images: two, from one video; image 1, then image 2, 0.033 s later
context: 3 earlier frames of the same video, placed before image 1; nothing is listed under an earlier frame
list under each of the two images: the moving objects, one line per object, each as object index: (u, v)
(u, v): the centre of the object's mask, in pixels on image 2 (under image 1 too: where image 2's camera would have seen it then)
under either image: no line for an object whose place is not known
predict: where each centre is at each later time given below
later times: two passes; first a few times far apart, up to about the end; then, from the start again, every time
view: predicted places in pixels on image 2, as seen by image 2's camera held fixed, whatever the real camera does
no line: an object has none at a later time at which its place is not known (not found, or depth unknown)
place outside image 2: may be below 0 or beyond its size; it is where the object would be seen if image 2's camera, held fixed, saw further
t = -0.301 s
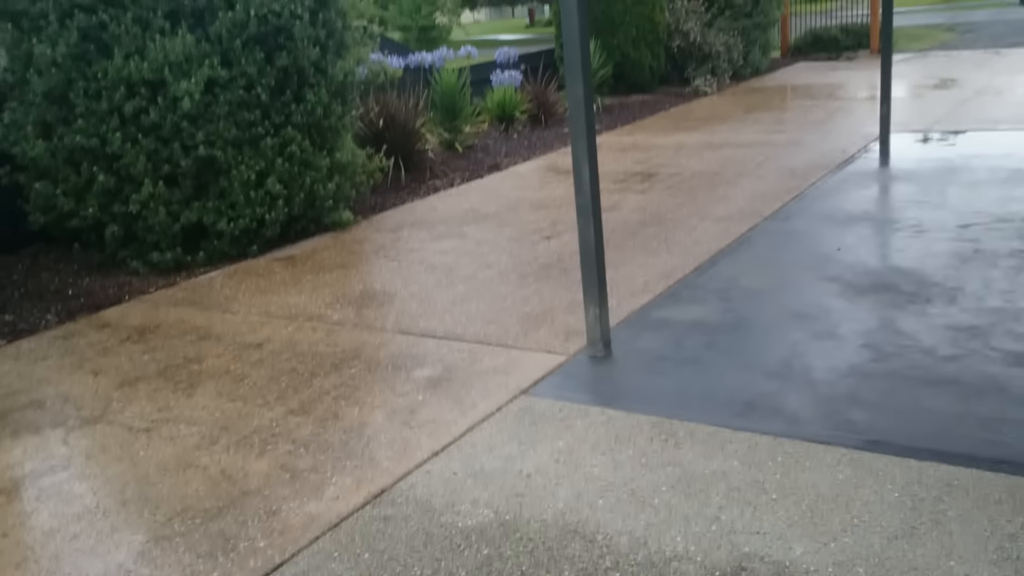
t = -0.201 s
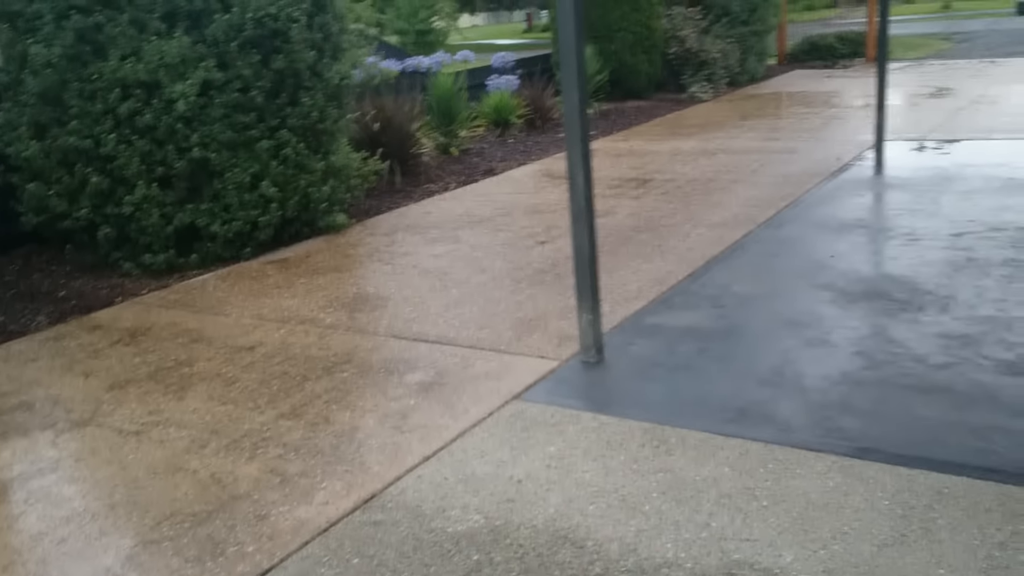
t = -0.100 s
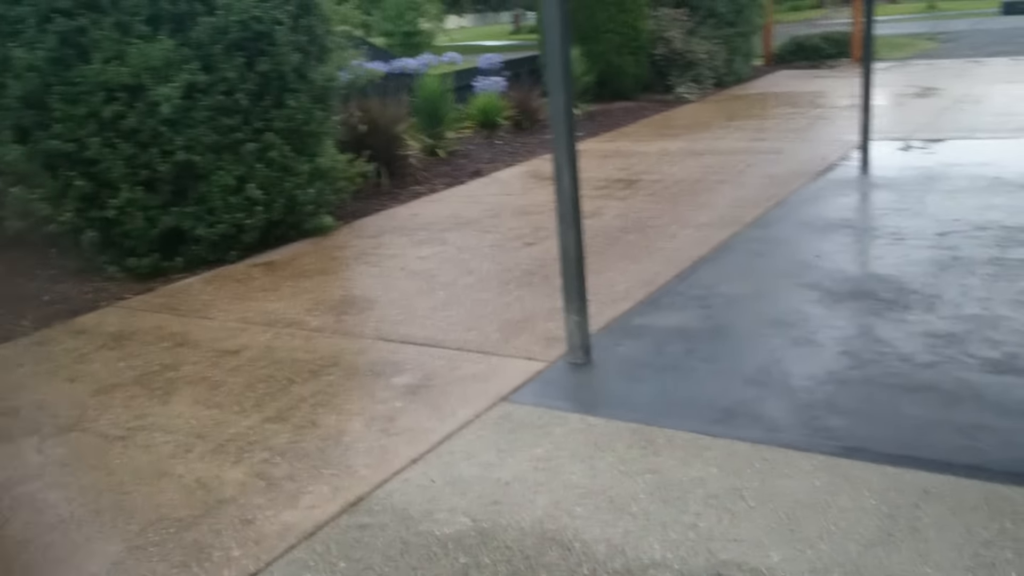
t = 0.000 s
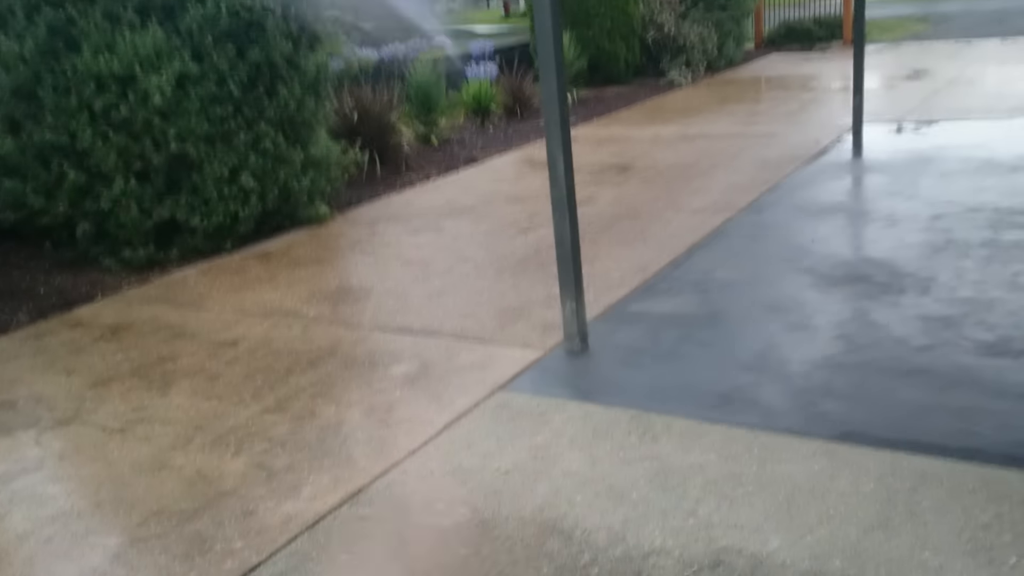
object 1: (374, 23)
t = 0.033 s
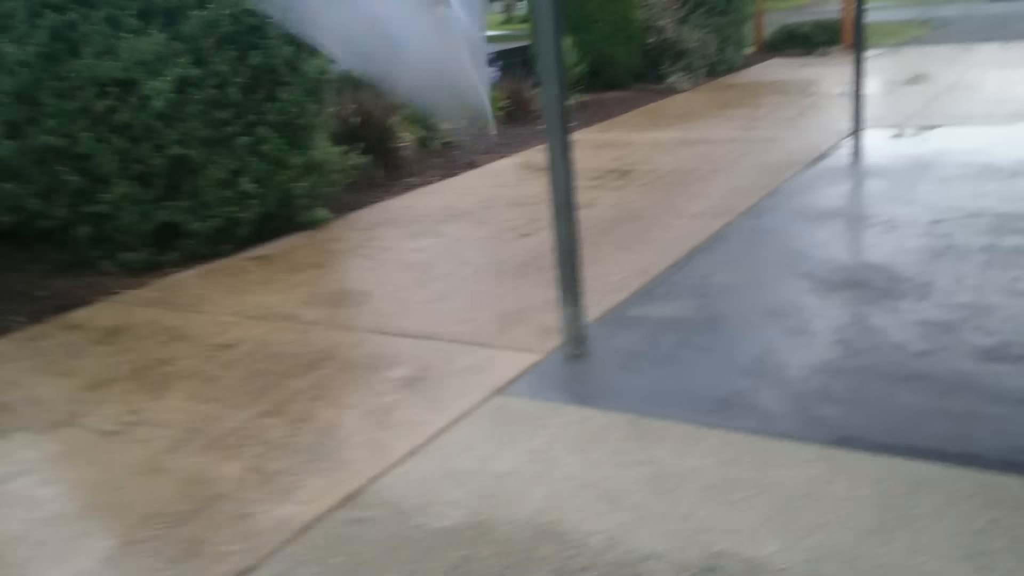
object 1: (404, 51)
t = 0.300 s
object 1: (532, 449)
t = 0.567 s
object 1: (637, 520)
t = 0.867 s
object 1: (636, 525)
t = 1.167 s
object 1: (637, 525)
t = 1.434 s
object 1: (638, 525)
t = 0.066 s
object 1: (445, 85)
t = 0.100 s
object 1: (467, 151)
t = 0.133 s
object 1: (478, 225)
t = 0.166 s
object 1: (485, 290)
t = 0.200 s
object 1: (486, 346)
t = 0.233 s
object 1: (502, 389)
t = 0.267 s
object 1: (516, 422)
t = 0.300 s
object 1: (532, 449)
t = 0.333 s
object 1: (547, 470)
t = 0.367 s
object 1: (563, 482)
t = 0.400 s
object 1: (580, 491)
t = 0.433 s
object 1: (599, 495)
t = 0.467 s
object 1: (614, 499)
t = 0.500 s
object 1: (628, 503)
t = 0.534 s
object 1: (637, 511)
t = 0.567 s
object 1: (637, 520)
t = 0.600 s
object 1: (636, 523)
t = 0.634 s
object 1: (635, 523)
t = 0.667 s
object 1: (635, 525)
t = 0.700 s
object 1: (635, 524)
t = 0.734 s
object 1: (636, 523)
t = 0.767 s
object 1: (637, 524)
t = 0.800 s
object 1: (636, 524)
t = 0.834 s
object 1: (636, 524)
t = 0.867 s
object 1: (636, 525)
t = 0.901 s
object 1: (636, 525)
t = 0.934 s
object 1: (636, 525)
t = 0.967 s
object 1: (636, 525)
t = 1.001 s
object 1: (636, 525)
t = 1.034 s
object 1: (637, 525)
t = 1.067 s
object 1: (636, 526)
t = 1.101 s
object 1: (636, 526)
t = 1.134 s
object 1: (636, 525)
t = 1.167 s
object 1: (637, 525)
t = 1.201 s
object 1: (637, 525)
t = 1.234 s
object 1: (637, 525)
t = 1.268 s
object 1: (637, 525)
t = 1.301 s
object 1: (637, 525)
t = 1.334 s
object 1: (637, 525)
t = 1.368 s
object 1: (637, 526)
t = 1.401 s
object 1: (638, 526)
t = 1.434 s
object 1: (638, 525)
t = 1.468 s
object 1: (638, 525)
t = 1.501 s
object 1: (638, 525)
